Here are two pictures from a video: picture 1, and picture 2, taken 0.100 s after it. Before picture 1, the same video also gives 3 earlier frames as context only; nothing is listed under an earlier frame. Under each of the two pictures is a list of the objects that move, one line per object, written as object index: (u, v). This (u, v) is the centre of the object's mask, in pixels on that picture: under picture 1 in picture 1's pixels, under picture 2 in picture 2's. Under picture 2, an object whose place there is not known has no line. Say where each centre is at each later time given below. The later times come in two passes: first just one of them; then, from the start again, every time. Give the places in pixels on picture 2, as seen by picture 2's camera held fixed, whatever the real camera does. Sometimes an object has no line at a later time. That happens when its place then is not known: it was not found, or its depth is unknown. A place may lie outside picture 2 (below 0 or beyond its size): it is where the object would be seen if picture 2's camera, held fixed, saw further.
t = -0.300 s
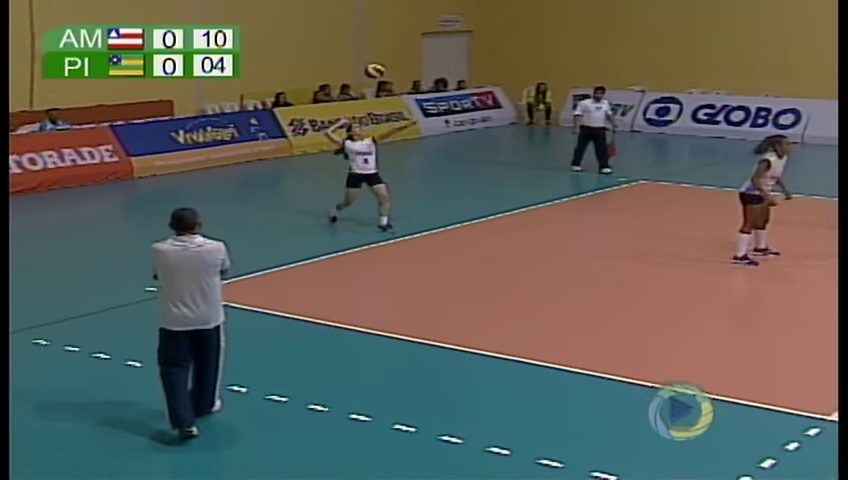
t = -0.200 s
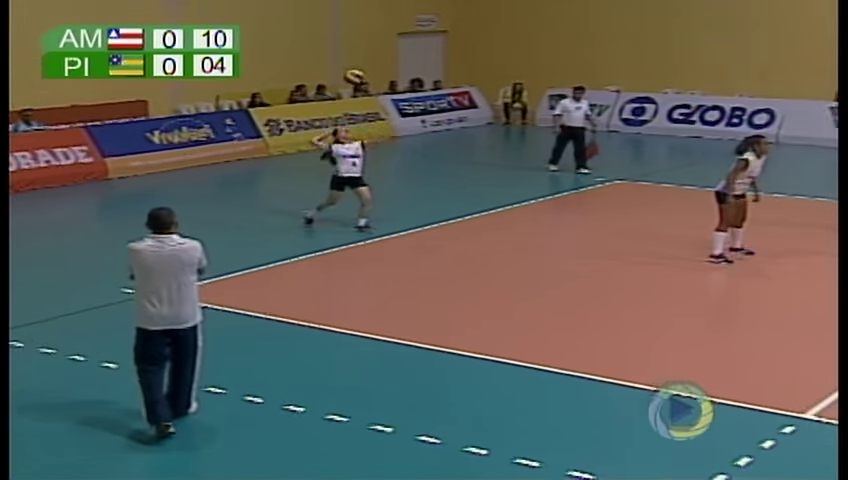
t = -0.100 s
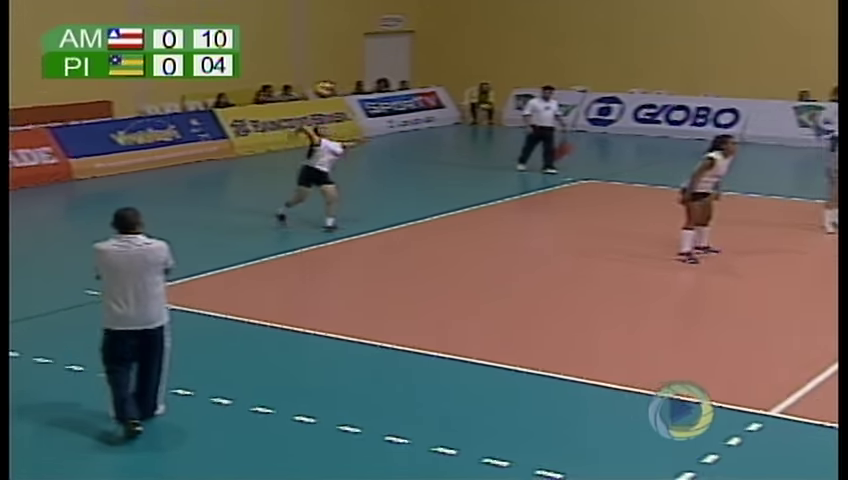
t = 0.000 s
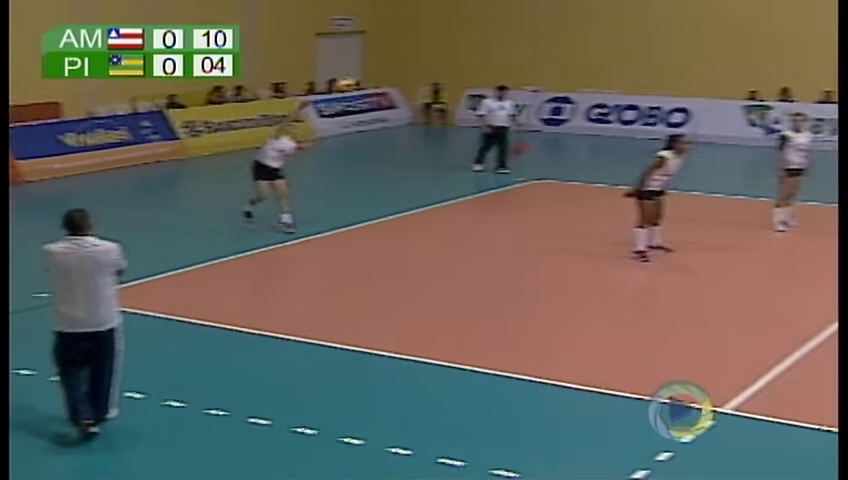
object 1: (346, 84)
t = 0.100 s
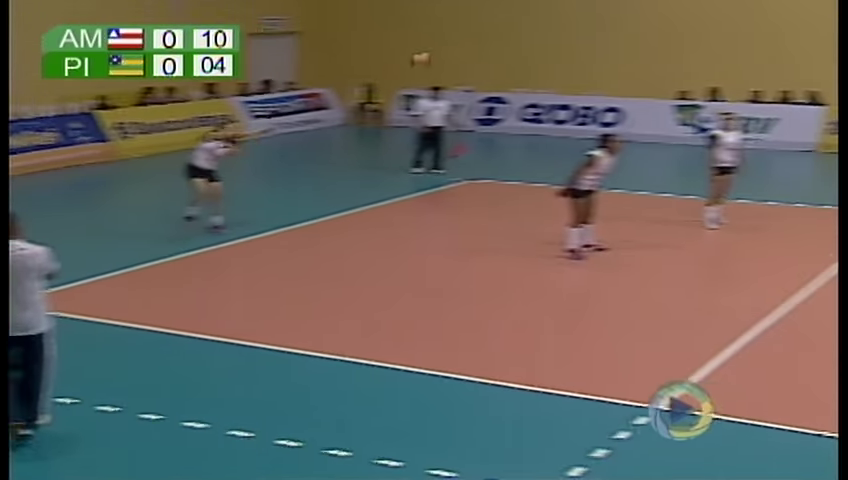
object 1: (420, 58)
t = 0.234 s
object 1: (636, 34)
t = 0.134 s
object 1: (472, 52)
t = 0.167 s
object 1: (525, 47)
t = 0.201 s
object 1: (580, 40)
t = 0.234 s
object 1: (636, 34)
